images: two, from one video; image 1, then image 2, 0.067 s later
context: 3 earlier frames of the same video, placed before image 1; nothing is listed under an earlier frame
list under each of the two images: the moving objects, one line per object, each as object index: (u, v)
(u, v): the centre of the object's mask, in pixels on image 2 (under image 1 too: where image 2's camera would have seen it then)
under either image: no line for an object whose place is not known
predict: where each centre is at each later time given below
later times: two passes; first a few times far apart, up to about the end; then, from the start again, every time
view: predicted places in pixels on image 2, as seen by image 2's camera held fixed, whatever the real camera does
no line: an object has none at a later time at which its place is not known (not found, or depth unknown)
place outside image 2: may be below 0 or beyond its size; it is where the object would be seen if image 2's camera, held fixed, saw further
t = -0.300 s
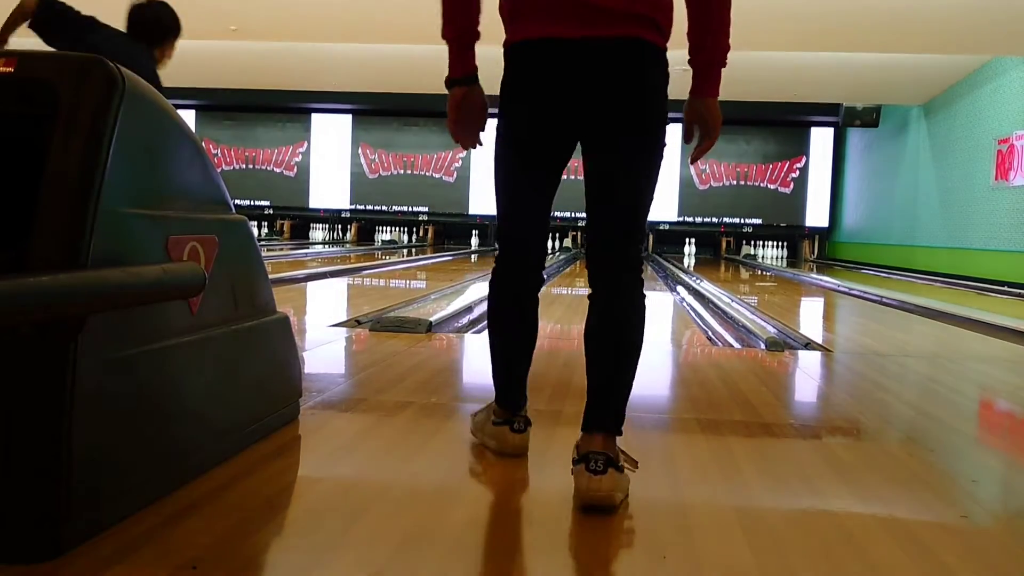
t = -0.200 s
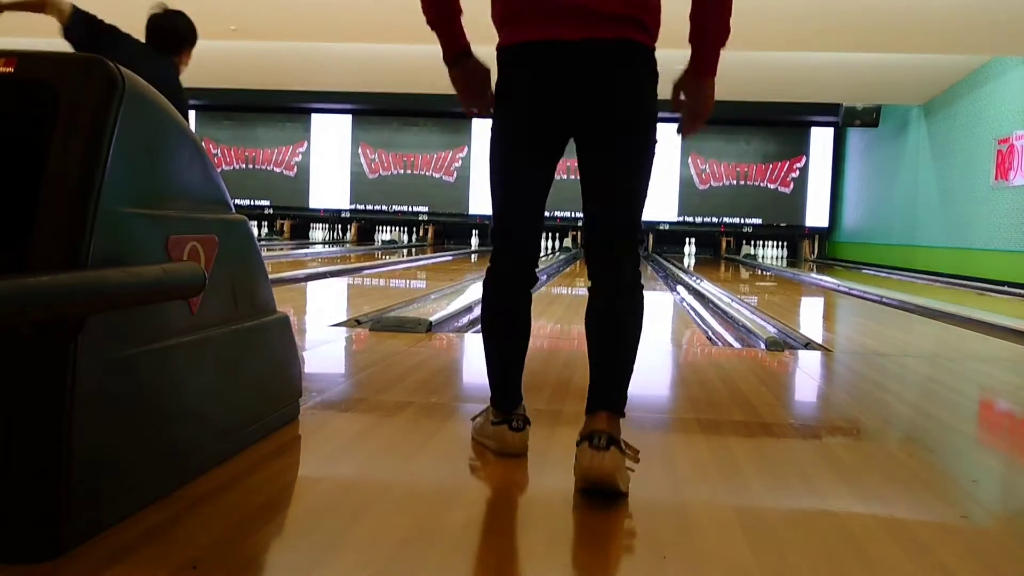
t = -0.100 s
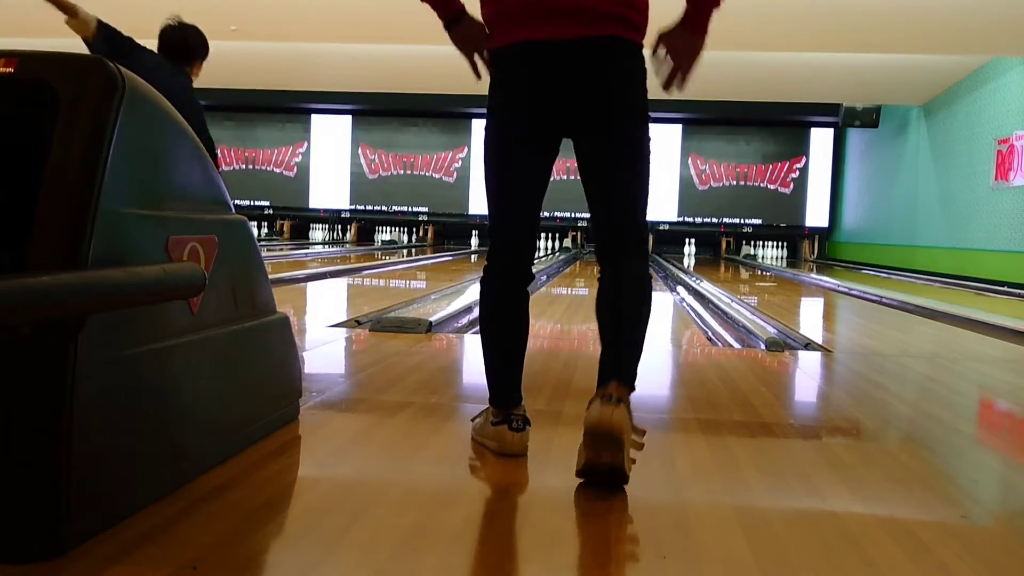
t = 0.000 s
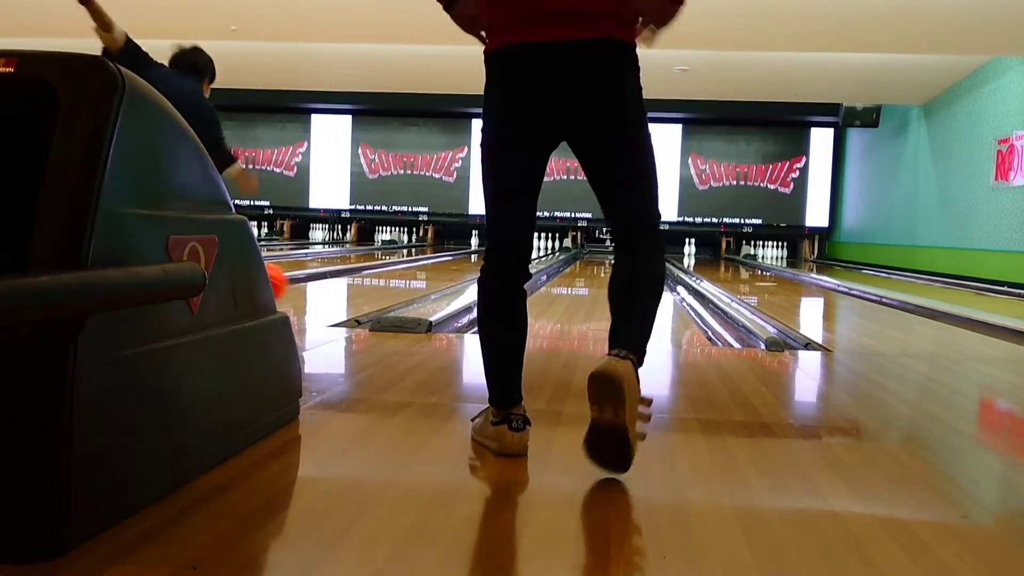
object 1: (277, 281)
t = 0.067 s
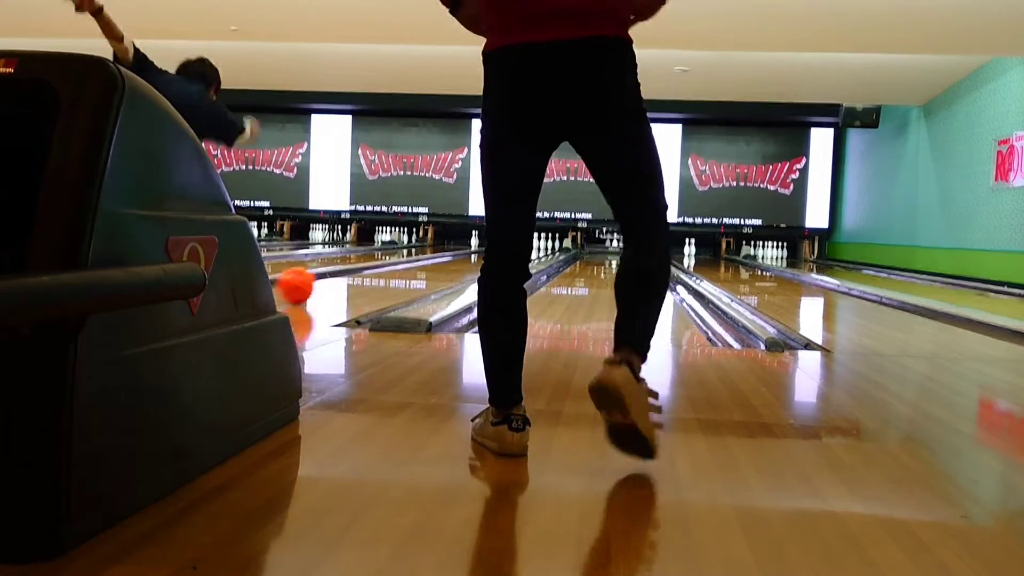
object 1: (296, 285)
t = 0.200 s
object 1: (346, 278)
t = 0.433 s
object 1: (403, 269)
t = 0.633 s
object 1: (437, 264)
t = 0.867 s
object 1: (465, 259)
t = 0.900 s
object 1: (468, 258)
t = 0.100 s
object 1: (309, 284)
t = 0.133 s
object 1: (323, 281)
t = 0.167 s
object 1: (335, 279)
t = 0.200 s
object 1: (346, 278)
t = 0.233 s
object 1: (355, 276)
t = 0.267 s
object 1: (364, 275)
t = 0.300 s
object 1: (373, 274)
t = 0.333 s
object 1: (381, 272)
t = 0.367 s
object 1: (389, 271)
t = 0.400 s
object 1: (396, 270)
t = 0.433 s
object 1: (403, 269)
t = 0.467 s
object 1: (409, 268)
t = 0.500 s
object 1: (415, 267)
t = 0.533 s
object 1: (421, 266)
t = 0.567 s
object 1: (426, 266)
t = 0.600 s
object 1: (432, 265)
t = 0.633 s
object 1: (437, 264)
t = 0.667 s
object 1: (441, 263)
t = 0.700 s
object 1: (445, 263)
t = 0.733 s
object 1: (450, 262)
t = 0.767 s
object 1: (453, 261)
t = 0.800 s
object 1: (458, 261)
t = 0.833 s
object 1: (461, 260)
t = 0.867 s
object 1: (465, 259)
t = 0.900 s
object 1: (468, 258)
